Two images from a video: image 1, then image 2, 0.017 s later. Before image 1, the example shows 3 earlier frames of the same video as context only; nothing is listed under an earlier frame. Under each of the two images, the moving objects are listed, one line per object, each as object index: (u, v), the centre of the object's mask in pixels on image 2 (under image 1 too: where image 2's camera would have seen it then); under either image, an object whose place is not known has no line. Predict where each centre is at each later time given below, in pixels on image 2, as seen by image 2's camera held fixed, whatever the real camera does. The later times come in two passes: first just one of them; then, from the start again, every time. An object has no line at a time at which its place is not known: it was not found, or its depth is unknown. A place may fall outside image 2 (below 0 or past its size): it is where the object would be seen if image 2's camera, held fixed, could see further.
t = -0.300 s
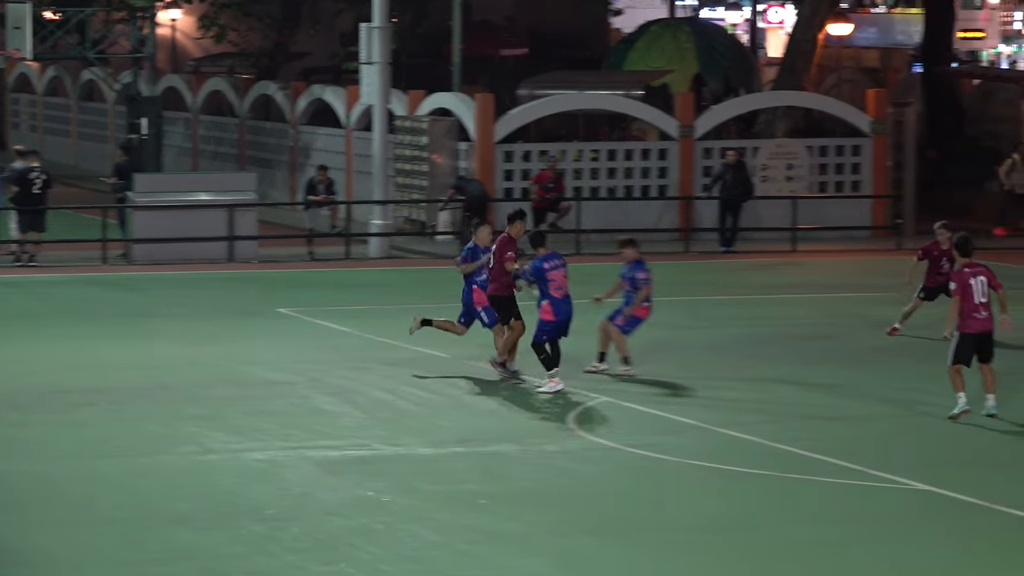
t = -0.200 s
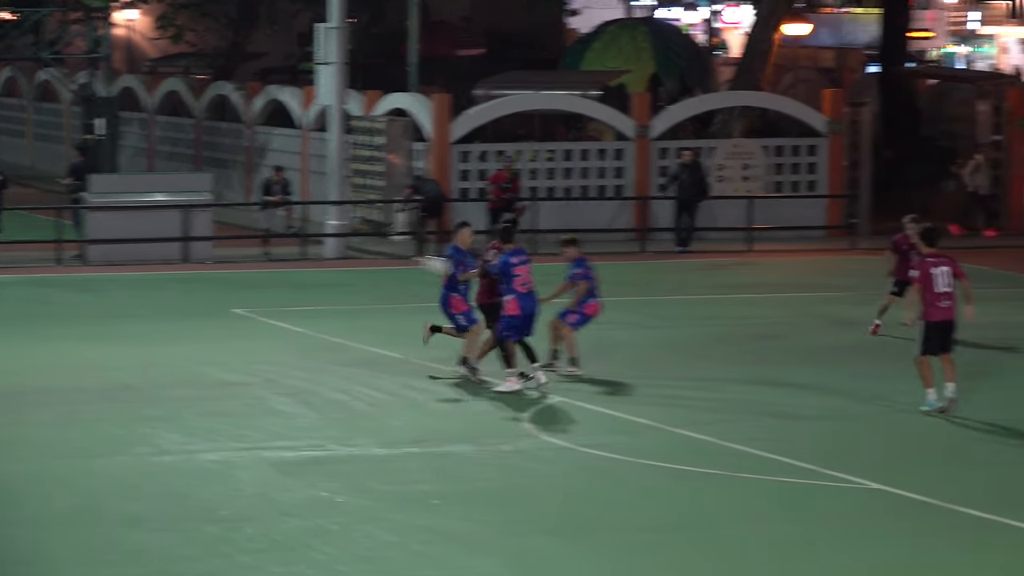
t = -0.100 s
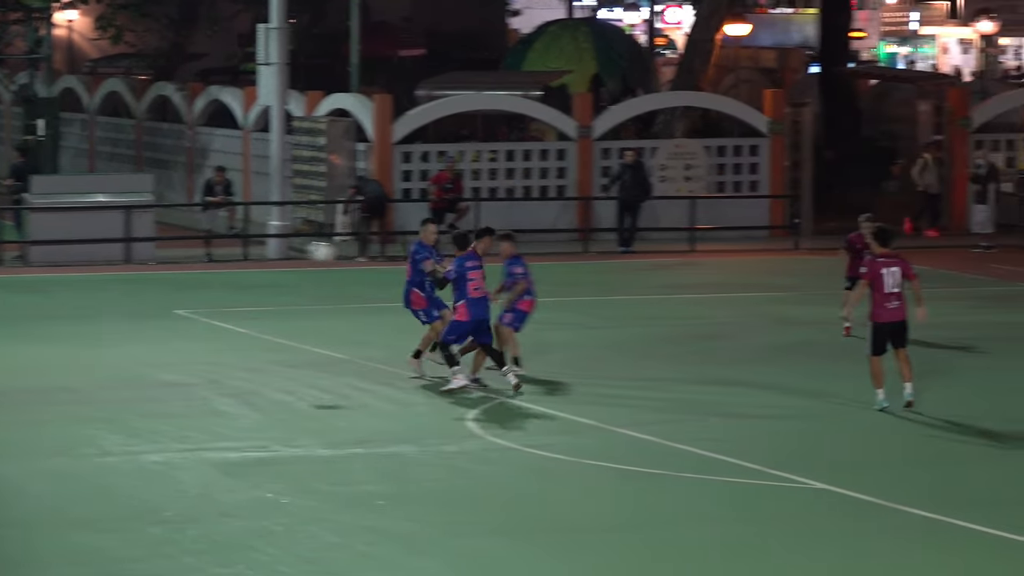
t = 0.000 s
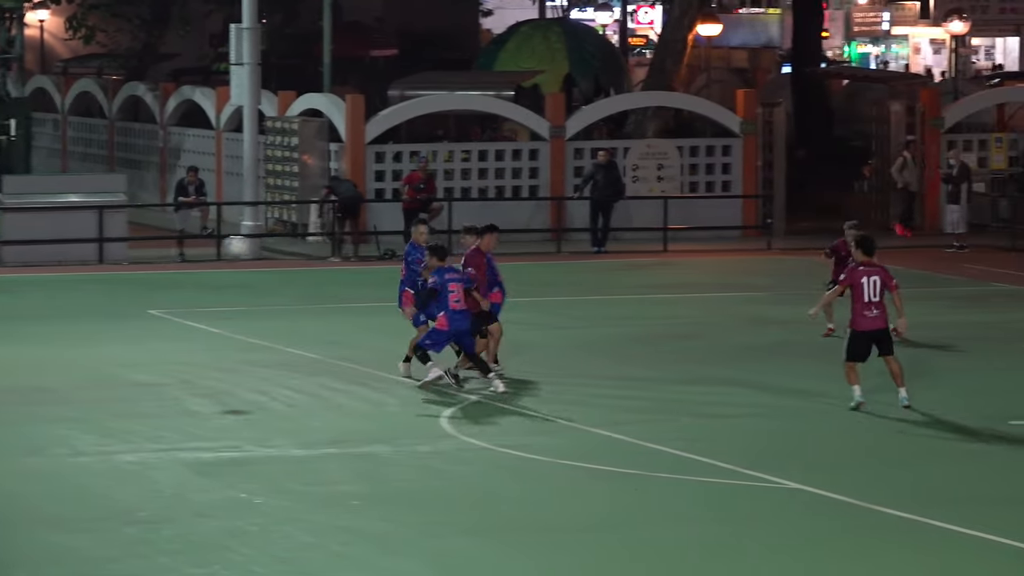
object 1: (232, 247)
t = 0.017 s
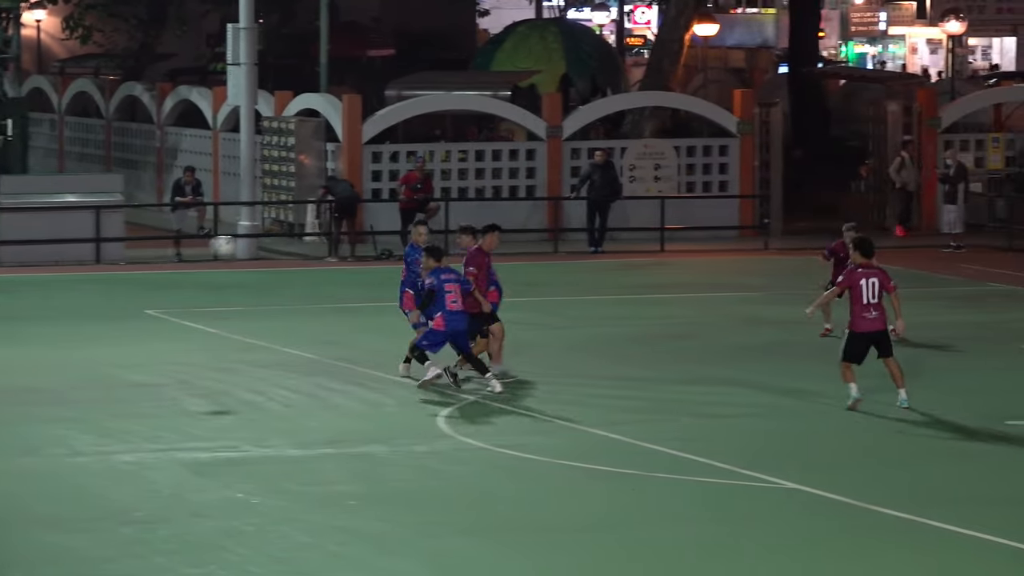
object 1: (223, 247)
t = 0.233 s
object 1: (100, 265)
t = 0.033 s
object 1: (213, 246)
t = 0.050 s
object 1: (204, 246)
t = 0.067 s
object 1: (194, 246)
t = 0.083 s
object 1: (185, 247)
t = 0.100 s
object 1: (177, 249)
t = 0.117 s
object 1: (166, 250)
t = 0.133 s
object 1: (156, 252)
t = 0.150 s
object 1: (145, 253)
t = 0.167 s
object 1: (137, 255)
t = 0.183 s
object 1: (127, 257)
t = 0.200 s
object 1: (119, 260)
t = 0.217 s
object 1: (109, 262)
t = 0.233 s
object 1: (100, 265)
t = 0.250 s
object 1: (91, 268)
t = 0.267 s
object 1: (83, 272)
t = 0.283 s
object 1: (74, 276)
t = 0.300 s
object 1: (66, 280)
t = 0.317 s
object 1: (57, 285)
